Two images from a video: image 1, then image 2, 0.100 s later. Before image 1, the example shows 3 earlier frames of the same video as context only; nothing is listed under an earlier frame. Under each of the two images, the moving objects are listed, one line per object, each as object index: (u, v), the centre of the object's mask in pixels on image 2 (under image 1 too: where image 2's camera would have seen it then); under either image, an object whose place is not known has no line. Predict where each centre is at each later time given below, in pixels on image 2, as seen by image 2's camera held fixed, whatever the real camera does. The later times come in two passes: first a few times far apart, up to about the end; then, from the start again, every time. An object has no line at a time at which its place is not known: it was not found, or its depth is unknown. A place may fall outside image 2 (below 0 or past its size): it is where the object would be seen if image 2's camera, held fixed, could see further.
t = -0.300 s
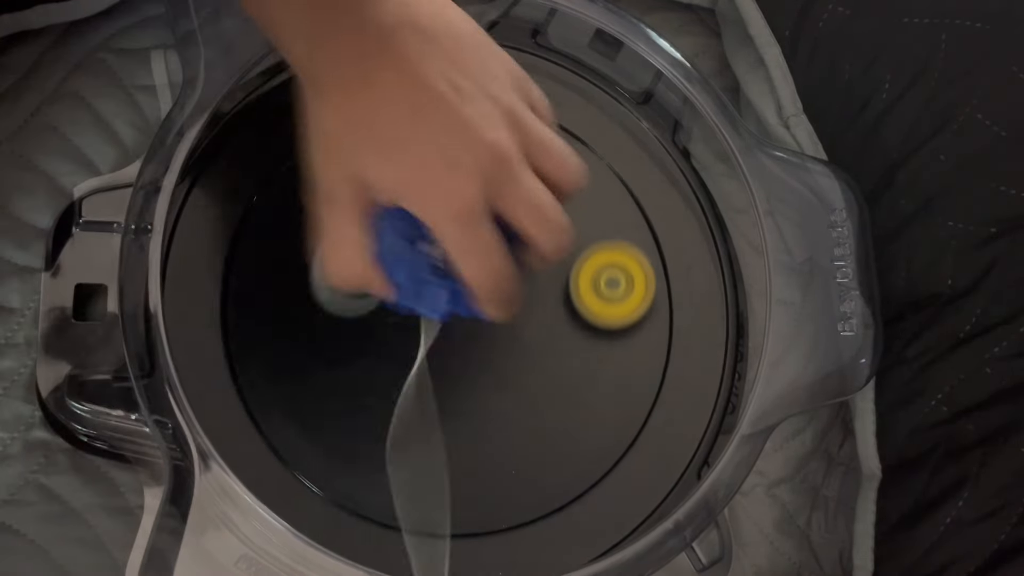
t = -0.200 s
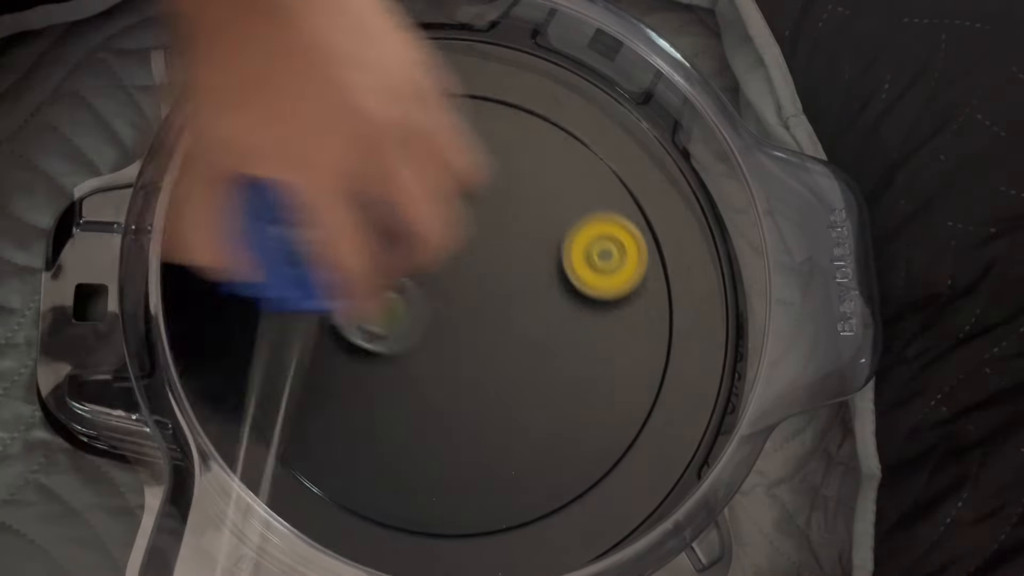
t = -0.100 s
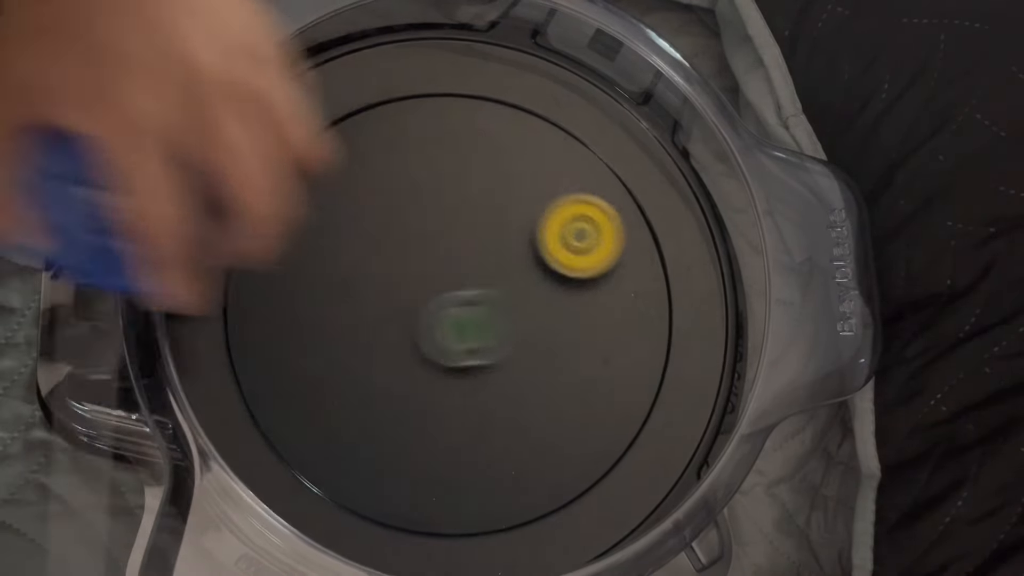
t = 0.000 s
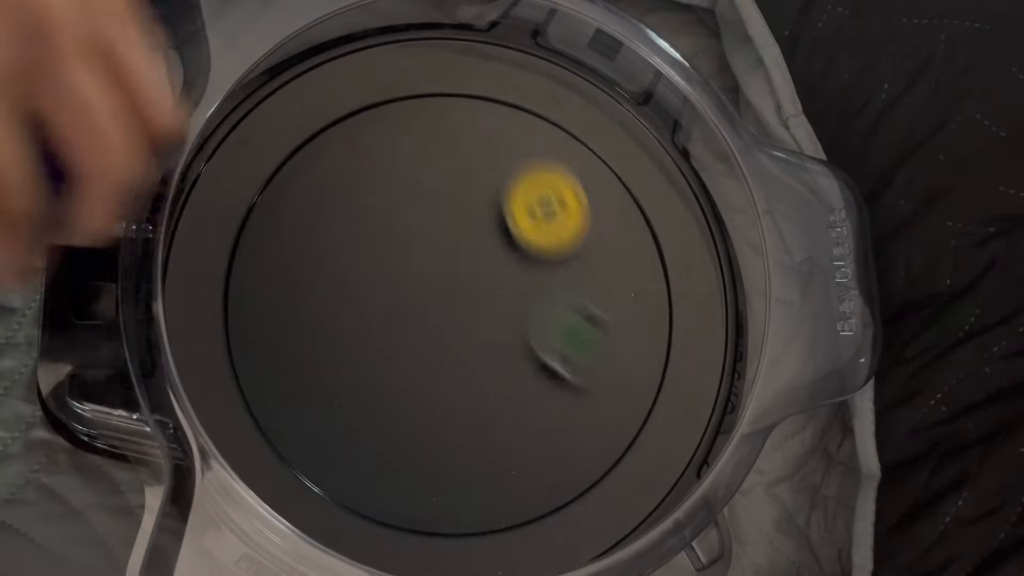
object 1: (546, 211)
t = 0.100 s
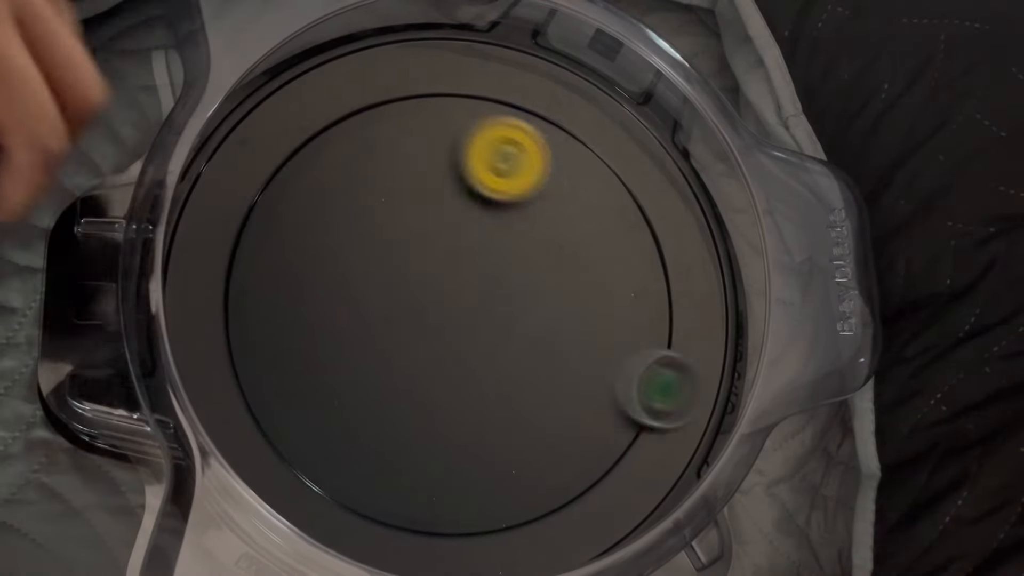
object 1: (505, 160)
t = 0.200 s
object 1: (454, 168)
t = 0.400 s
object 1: (394, 271)
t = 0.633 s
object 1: (438, 396)
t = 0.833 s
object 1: (532, 429)
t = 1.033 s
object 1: (798, 264)
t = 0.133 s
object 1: (488, 156)
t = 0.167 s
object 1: (470, 159)
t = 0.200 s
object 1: (454, 168)
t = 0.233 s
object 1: (438, 181)
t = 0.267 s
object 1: (424, 196)
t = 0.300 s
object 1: (413, 213)
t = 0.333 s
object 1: (404, 231)
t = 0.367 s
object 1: (397, 251)
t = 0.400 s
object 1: (394, 271)
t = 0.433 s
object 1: (393, 291)
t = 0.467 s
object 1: (395, 311)
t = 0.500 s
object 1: (399, 330)
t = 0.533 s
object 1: (405, 349)
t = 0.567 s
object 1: (414, 366)
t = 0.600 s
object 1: (425, 382)
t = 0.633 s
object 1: (438, 396)
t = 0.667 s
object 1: (452, 407)
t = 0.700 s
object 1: (467, 416)
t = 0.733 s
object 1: (483, 423)
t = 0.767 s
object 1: (499, 427)
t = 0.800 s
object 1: (516, 430)
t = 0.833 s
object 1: (532, 429)
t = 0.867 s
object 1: (547, 426)
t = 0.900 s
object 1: (591, 426)
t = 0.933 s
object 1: (681, 421)
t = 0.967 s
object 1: (744, 372)
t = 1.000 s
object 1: (782, 318)
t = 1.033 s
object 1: (798, 264)
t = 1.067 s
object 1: (770, 226)
